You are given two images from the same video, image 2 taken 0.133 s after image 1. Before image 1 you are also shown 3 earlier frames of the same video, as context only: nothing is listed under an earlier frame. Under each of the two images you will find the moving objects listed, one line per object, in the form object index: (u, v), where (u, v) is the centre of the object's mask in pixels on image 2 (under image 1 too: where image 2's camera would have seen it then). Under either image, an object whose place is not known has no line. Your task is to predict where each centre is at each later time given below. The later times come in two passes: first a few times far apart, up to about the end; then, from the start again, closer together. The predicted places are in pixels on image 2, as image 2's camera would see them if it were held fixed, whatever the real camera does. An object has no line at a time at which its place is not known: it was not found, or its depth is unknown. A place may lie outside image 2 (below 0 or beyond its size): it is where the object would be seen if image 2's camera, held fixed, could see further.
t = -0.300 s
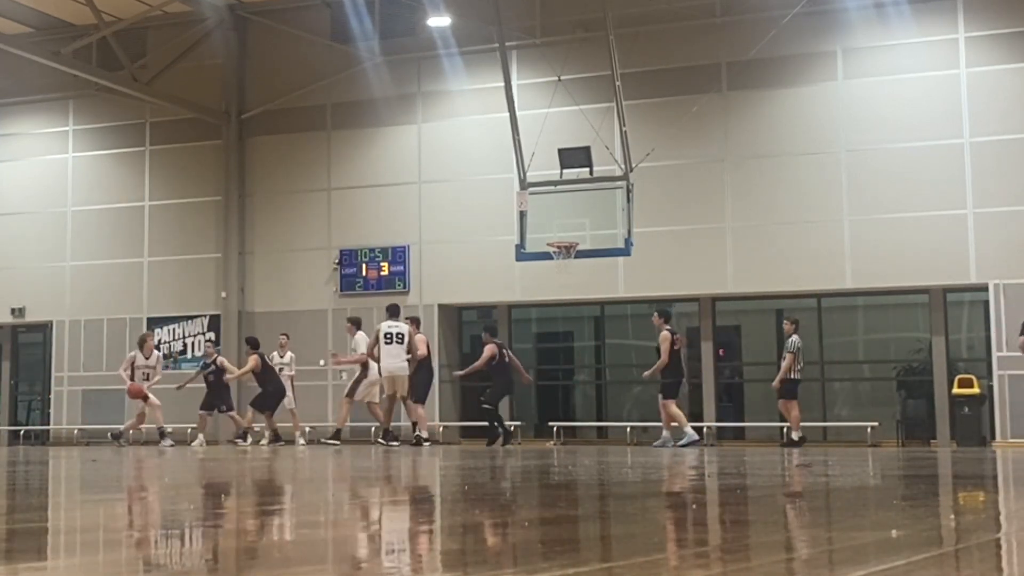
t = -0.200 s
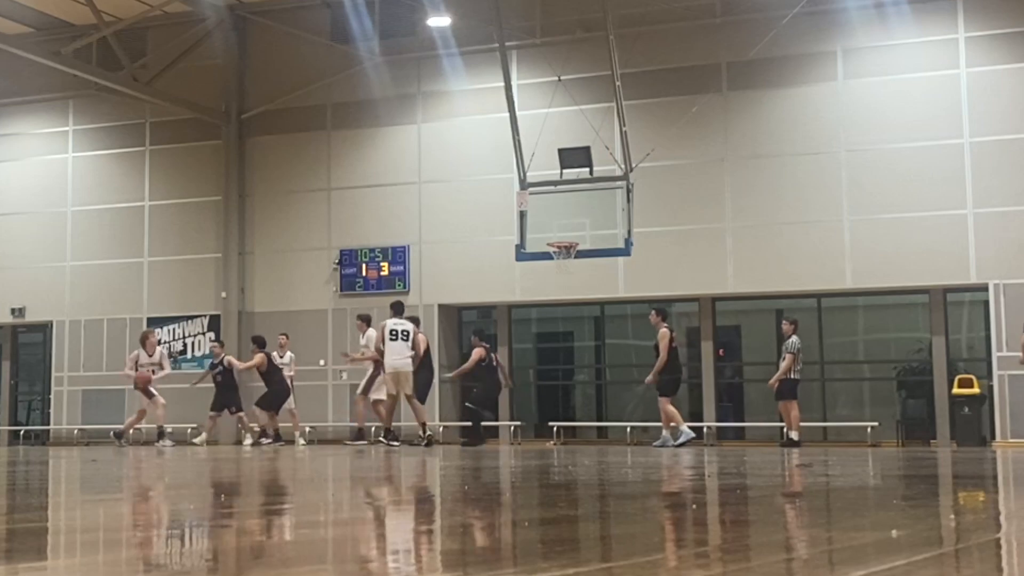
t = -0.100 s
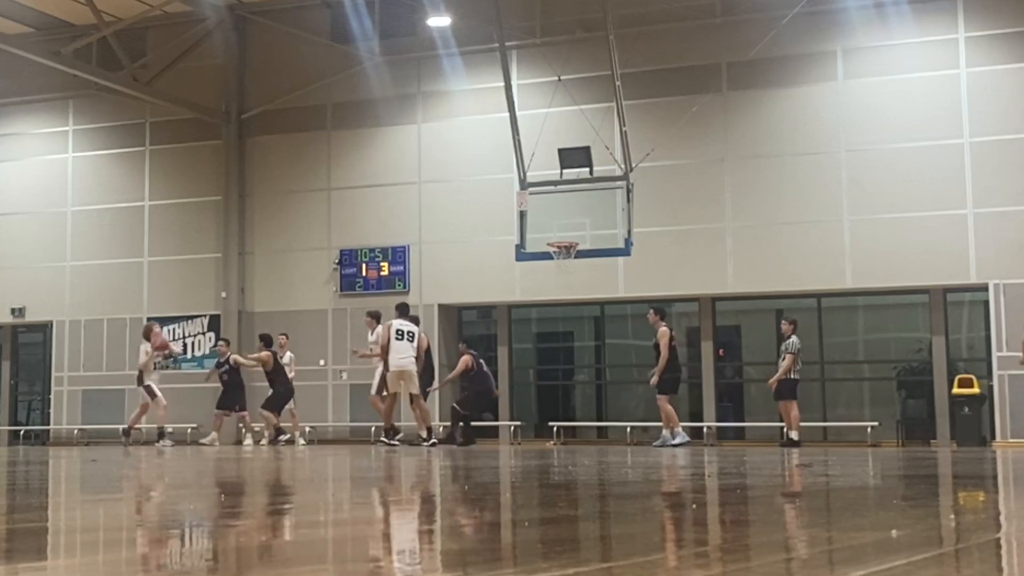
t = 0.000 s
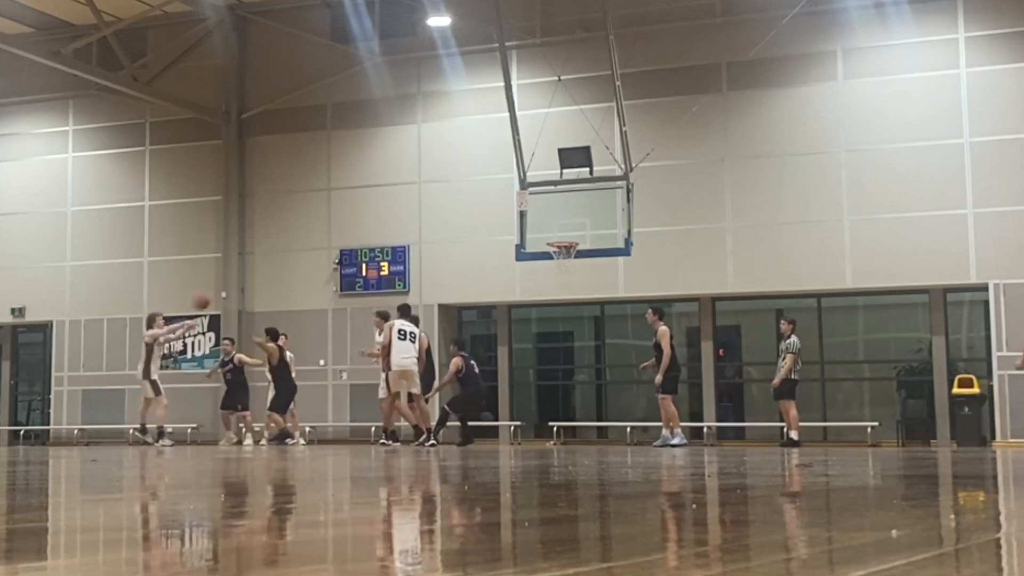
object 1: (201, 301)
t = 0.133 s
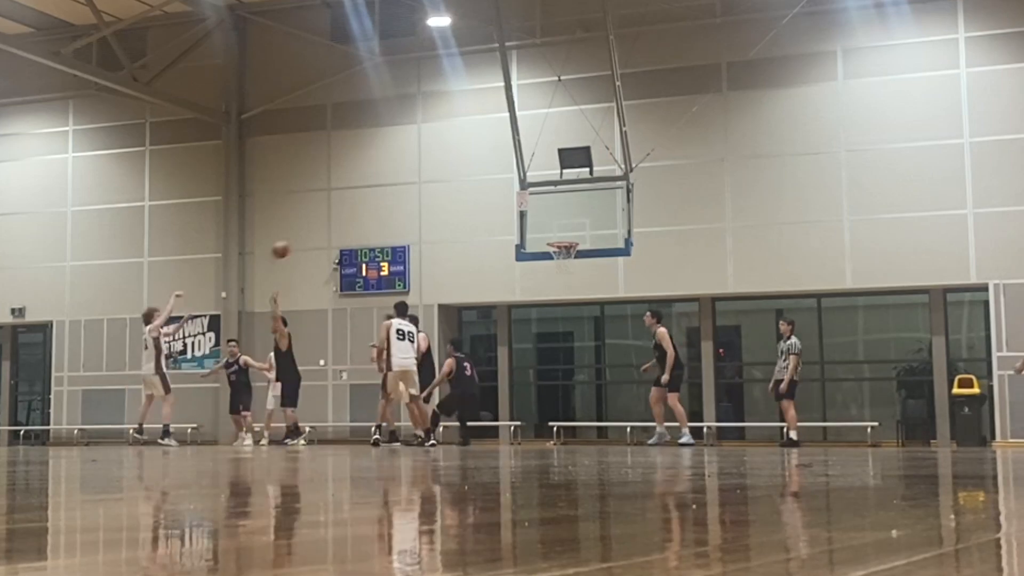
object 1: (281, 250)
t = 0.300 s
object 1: (380, 201)
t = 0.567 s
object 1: (544, 158)
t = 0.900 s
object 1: (762, 170)
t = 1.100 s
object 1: (902, 216)
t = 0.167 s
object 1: (300, 239)
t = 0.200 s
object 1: (321, 228)
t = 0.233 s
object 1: (340, 219)
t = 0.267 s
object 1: (359, 210)
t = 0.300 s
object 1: (380, 201)
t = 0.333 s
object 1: (400, 193)
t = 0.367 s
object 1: (421, 186)
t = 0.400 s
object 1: (441, 179)
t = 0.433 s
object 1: (461, 174)
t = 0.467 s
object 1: (482, 169)
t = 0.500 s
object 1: (502, 164)
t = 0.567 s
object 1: (544, 158)
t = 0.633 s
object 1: (585, 155)
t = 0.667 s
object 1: (607, 154)
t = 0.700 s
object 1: (630, 154)
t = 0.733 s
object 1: (650, 155)
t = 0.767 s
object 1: (673, 156)
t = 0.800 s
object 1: (695, 159)
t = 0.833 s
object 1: (717, 162)
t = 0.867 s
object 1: (740, 166)
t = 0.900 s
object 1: (762, 170)
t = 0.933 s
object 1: (785, 177)
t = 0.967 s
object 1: (809, 183)
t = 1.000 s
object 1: (832, 190)
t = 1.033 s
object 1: (855, 197)
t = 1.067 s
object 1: (879, 206)
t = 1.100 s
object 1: (902, 216)
